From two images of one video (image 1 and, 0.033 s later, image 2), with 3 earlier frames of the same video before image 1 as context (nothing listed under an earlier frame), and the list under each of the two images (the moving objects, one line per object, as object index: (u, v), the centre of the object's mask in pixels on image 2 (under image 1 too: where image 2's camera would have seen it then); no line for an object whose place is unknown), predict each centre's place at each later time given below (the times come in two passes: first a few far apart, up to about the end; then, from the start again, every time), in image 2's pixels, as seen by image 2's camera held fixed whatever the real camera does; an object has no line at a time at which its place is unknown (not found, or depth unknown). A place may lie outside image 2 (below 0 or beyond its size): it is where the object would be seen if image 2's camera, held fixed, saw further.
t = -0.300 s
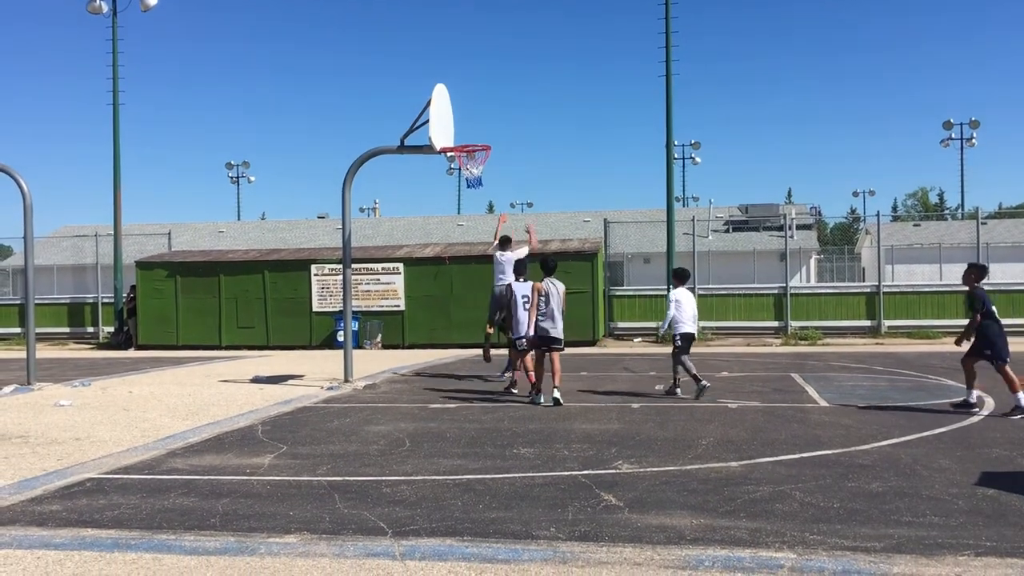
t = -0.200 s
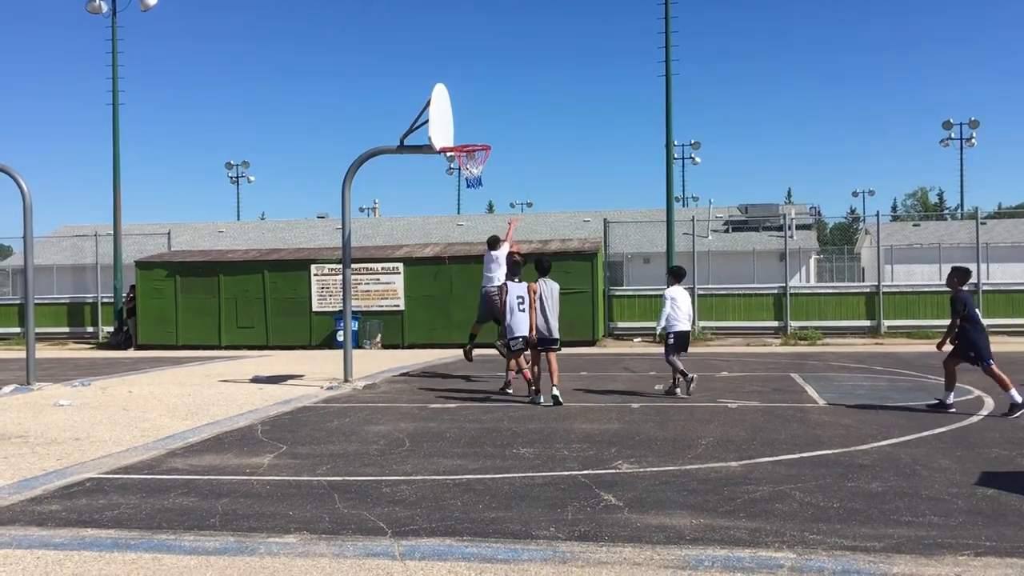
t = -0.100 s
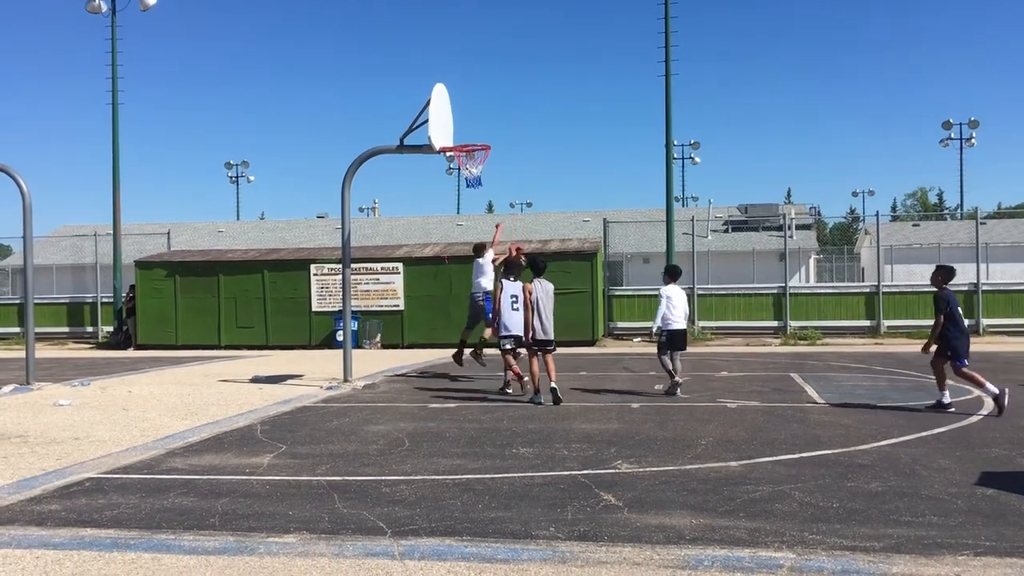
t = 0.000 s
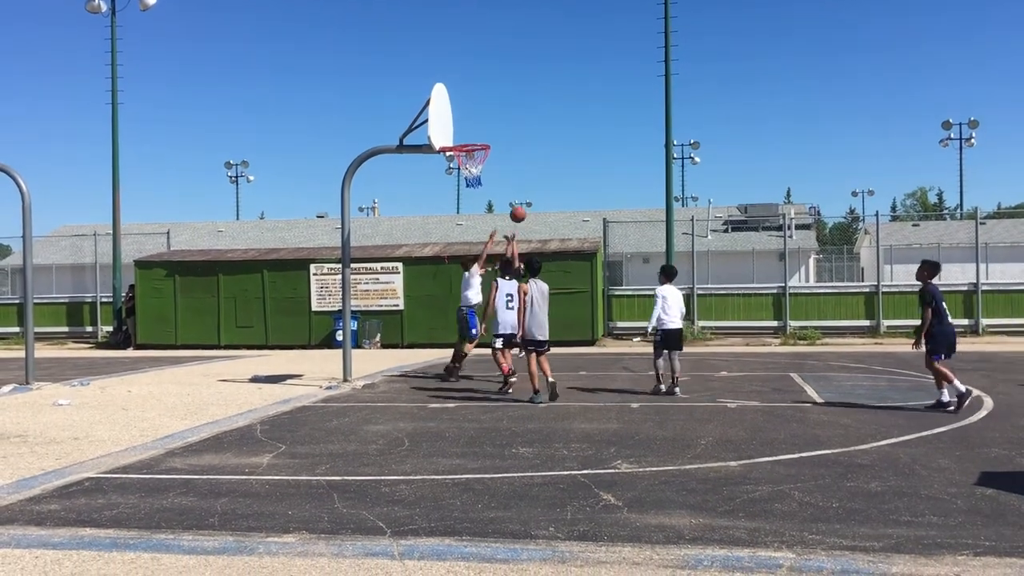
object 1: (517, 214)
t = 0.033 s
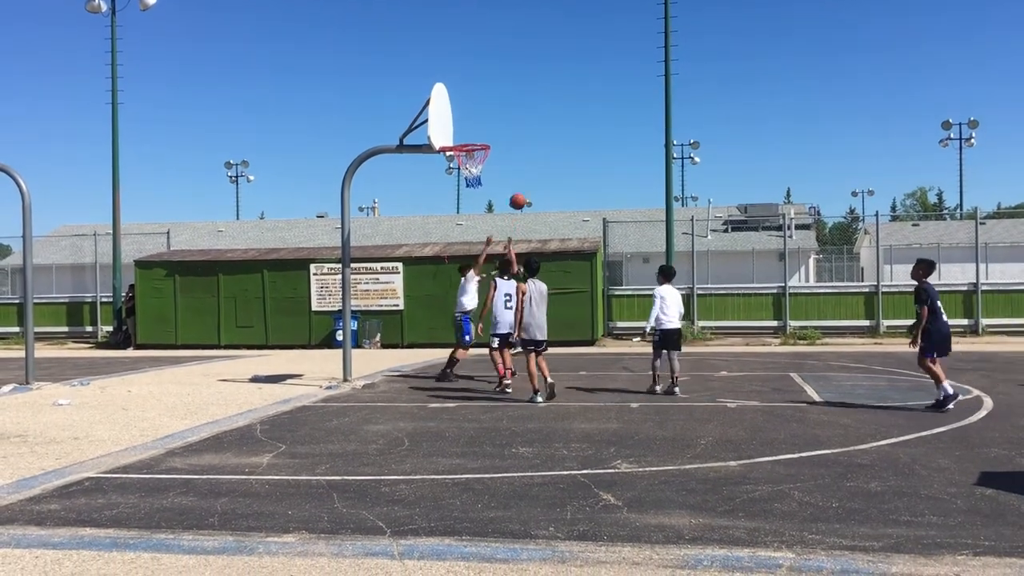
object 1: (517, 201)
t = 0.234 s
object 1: (518, 138)
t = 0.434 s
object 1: (520, 101)
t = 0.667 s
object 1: (522, 93)
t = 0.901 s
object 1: (525, 125)
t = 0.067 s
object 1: (518, 189)
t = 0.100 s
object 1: (518, 177)
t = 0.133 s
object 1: (518, 166)
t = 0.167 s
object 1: (518, 156)
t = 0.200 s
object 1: (518, 147)
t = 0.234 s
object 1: (518, 138)
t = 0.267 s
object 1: (518, 130)
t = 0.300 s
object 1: (519, 123)
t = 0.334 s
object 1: (519, 117)
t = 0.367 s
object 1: (519, 110)
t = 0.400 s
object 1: (519, 105)
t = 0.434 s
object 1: (520, 101)
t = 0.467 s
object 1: (520, 98)
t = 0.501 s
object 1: (520, 95)
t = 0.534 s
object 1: (521, 93)
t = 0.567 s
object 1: (521, 92)
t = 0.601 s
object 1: (521, 92)
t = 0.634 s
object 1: (522, 92)
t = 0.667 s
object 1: (522, 93)
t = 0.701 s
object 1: (522, 95)
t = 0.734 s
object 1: (523, 98)
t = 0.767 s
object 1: (523, 102)
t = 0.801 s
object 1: (524, 107)
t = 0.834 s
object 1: (524, 112)
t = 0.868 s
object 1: (524, 118)
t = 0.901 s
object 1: (525, 125)
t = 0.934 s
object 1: (525, 133)
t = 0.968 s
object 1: (526, 142)
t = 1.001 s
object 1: (526, 152)
